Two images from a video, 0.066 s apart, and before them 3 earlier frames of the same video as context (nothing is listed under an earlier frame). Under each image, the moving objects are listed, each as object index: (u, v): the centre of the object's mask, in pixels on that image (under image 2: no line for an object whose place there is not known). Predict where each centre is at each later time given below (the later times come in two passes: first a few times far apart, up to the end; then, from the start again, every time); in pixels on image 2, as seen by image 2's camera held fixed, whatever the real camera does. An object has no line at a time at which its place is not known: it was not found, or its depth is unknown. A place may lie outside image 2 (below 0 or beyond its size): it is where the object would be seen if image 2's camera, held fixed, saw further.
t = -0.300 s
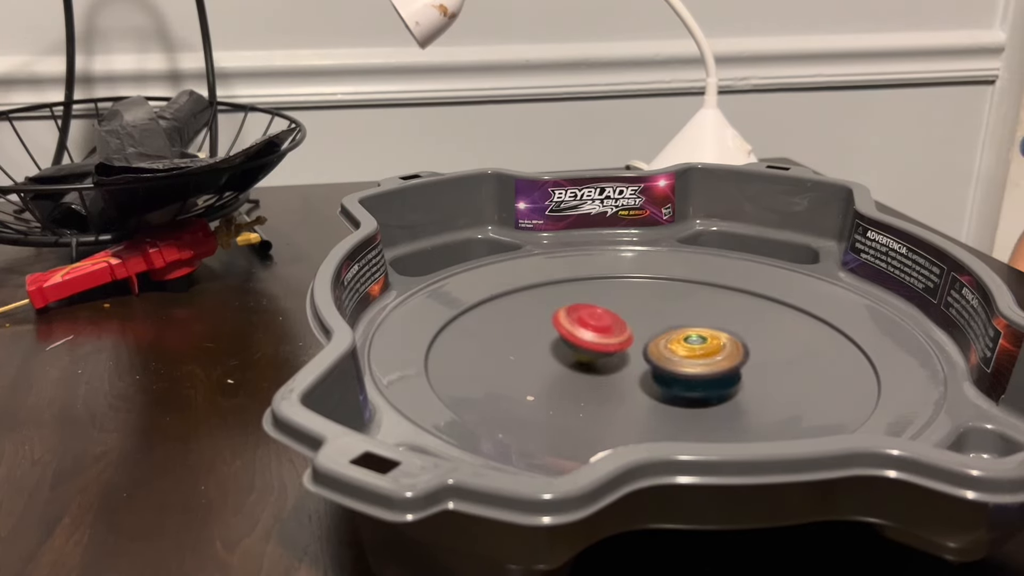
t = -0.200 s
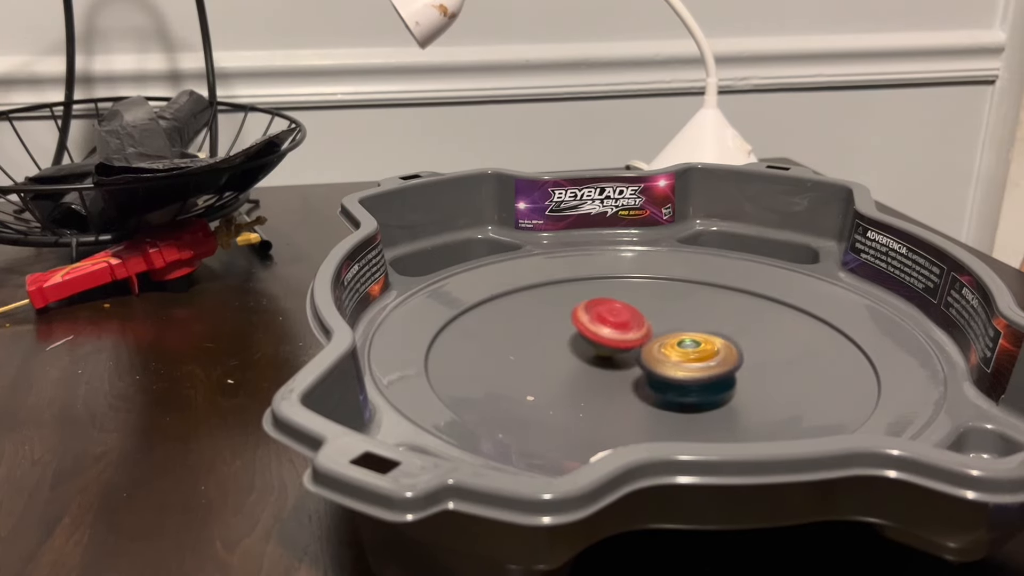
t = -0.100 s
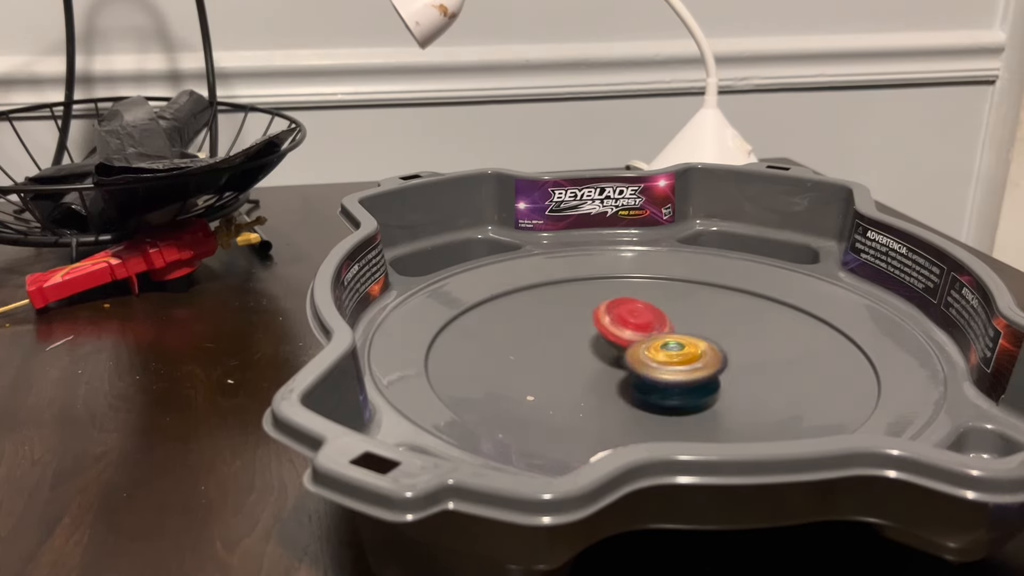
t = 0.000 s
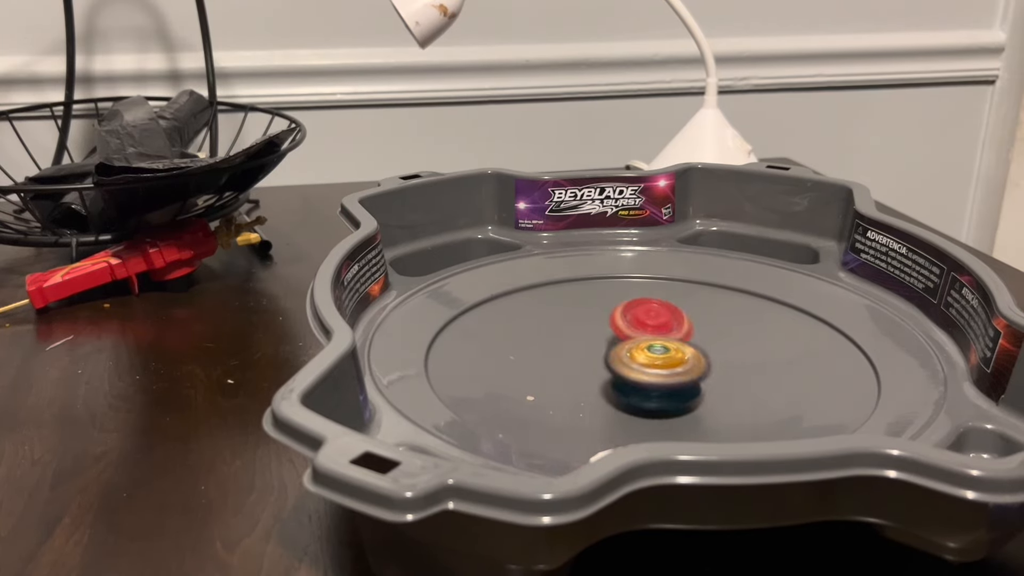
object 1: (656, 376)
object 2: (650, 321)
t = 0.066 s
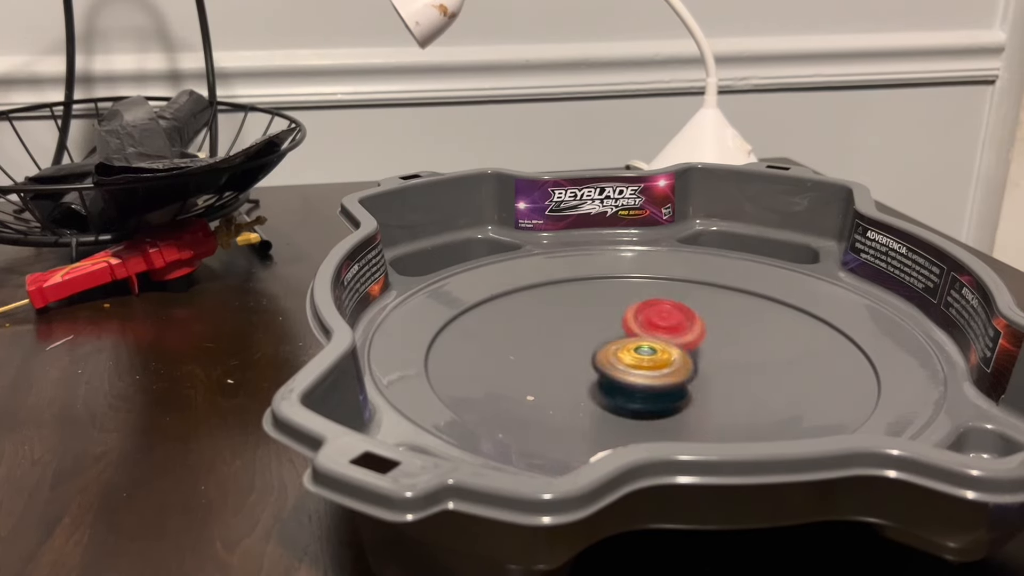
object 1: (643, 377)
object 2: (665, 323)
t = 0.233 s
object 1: (614, 373)
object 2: (695, 343)
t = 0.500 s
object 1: (608, 359)
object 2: (701, 363)
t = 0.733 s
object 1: (621, 350)
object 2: (705, 375)
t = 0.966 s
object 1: (625, 344)
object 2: (699, 385)
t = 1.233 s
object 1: (636, 332)
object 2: (634, 385)
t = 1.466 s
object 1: (656, 343)
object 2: (597, 372)
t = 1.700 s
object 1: (681, 352)
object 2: (586, 365)
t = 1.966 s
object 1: (708, 366)
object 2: (603, 354)
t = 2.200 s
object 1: (708, 381)
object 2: (628, 349)
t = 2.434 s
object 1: (686, 393)
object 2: (646, 343)
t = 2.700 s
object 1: (637, 397)
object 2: (659, 342)
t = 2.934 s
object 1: (594, 393)
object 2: (659, 342)
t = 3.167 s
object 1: (582, 381)
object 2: (648, 349)
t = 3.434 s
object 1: (579, 370)
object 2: (663, 343)
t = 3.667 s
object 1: (595, 369)
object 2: (679, 335)
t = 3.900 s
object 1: (614, 377)
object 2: (691, 335)
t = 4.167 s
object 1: (627, 386)
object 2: (688, 344)
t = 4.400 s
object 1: (629, 390)
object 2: (673, 342)
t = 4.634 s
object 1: (630, 388)
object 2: (648, 334)
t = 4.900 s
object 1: (646, 382)
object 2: (635, 326)
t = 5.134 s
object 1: (666, 383)
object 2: (630, 320)
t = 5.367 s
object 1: (679, 384)
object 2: (629, 325)
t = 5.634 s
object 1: (677, 383)
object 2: (615, 326)
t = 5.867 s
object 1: (673, 383)
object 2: (597, 325)
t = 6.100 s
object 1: (661, 377)
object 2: (592, 332)
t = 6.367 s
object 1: (673, 375)
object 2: (571, 330)
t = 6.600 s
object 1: (672, 371)
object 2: (587, 337)
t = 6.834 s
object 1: (682, 372)
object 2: (576, 341)
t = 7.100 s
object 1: (678, 371)
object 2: (582, 350)
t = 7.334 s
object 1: (682, 372)
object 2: (581, 352)
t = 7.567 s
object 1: (686, 372)
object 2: (583, 353)
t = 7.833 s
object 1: (689, 369)
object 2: (588, 357)
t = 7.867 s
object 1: (691, 369)
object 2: (586, 357)
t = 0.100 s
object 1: (636, 377)
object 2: (672, 326)
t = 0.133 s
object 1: (630, 376)
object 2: (680, 332)
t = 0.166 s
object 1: (624, 375)
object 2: (684, 333)
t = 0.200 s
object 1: (618, 374)
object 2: (691, 338)
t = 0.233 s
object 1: (614, 373)
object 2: (695, 343)
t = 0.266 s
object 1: (610, 371)
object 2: (697, 346)
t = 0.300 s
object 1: (606, 369)
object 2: (700, 348)
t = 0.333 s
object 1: (604, 367)
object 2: (702, 352)
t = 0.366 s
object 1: (603, 365)
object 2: (701, 354)
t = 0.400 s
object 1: (603, 364)
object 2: (701, 356)
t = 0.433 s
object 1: (603, 362)
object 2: (701, 358)
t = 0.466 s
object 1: (605, 360)
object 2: (701, 359)
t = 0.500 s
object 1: (608, 359)
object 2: (701, 363)
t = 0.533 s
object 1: (609, 357)
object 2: (703, 366)
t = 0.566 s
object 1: (610, 355)
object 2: (707, 368)
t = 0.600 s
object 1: (611, 353)
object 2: (710, 370)
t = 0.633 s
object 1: (612, 352)
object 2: (711, 372)
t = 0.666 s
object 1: (614, 351)
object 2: (710, 374)
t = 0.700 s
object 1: (617, 351)
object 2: (708, 375)
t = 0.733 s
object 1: (621, 350)
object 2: (705, 375)
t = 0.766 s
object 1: (624, 350)
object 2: (702, 375)
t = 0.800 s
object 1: (626, 349)
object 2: (699, 377)
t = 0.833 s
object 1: (626, 348)
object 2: (704, 379)
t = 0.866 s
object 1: (625, 347)
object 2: (708, 383)
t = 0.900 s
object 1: (625, 346)
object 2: (708, 384)
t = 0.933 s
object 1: (625, 345)
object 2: (705, 385)
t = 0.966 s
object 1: (625, 344)
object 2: (699, 385)
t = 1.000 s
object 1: (625, 342)
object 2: (690, 386)
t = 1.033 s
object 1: (626, 340)
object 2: (680, 384)
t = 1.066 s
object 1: (626, 339)
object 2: (669, 383)
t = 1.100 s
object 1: (628, 338)
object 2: (660, 382)
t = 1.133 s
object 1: (630, 335)
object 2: (654, 384)
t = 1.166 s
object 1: (631, 334)
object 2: (647, 385)
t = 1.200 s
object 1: (634, 332)
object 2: (641, 386)
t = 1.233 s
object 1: (636, 332)
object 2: (634, 385)
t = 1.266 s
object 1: (638, 332)
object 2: (628, 384)
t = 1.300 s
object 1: (641, 333)
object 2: (623, 382)
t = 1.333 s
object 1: (644, 334)
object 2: (619, 379)
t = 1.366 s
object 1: (647, 336)
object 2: (615, 377)
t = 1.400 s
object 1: (650, 338)
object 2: (608, 376)
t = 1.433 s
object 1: (654, 340)
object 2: (602, 374)
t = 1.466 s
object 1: (656, 343)
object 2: (597, 372)
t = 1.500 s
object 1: (659, 345)
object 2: (594, 370)
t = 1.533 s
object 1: (661, 347)
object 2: (593, 367)
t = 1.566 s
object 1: (665, 348)
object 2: (588, 366)
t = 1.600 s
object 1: (669, 349)
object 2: (584, 367)
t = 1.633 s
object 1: (673, 350)
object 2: (582, 367)
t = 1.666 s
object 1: (678, 351)
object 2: (583, 366)
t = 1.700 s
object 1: (681, 352)
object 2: (586, 365)
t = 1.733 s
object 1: (684, 354)
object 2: (590, 363)
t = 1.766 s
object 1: (686, 355)
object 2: (595, 362)
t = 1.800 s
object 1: (688, 357)
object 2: (601, 360)
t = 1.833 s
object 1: (693, 359)
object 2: (601, 358)
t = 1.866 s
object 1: (698, 360)
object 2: (597, 357)
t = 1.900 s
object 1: (703, 362)
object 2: (597, 356)
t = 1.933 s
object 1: (706, 364)
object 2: (599, 354)
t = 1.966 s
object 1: (708, 366)
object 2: (603, 354)
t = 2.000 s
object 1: (710, 368)
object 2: (608, 353)
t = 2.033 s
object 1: (710, 370)
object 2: (613, 353)
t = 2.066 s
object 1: (708, 372)
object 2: (619, 352)
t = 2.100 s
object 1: (710, 374)
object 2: (621, 351)
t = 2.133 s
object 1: (711, 376)
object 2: (623, 350)
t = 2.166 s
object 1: (710, 379)
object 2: (625, 349)
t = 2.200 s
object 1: (708, 381)
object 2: (628, 349)
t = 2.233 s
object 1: (706, 383)
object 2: (630, 348)
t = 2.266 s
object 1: (703, 385)
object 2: (633, 347)
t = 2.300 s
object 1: (701, 387)
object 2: (635, 346)
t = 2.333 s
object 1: (698, 389)
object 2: (638, 344)
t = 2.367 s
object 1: (695, 391)
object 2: (641, 344)
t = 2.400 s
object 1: (692, 392)
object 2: (643, 344)
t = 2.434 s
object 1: (686, 393)
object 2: (646, 343)
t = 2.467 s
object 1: (681, 394)
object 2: (649, 342)
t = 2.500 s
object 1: (677, 394)
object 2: (652, 342)
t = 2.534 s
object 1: (668, 395)
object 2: (655, 342)
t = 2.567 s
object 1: (663, 396)
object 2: (656, 342)
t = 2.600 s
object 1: (656, 396)
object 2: (658, 342)
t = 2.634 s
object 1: (650, 396)
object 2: (659, 341)
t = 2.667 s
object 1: (643, 397)
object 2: (659, 341)
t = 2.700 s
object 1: (637, 397)
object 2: (659, 342)
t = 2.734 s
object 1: (630, 396)
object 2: (658, 343)
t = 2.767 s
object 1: (625, 394)
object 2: (659, 345)
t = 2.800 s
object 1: (619, 393)
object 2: (660, 346)
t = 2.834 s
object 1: (612, 394)
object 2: (660, 346)
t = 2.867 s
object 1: (606, 394)
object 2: (661, 345)
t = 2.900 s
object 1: (599, 394)
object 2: (661, 343)
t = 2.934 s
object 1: (594, 393)
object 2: (659, 342)
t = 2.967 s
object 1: (589, 392)
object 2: (657, 342)
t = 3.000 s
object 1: (586, 390)
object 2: (656, 343)
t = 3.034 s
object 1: (583, 389)
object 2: (653, 343)
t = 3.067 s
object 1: (580, 388)
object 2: (651, 345)
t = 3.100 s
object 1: (580, 386)
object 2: (649, 346)
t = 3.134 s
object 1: (580, 384)
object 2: (647, 347)
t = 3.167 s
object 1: (582, 381)
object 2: (648, 349)
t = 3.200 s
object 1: (579, 380)
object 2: (650, 349)
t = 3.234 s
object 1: (577, 378)
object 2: (655, 348)
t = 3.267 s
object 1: (575, 376)
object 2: (657, 347)
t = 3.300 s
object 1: (575, 374)
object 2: (658, 347)
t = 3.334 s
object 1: (577, 373)
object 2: (658, 346)
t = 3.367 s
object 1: (577, 371)
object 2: (660, 346)
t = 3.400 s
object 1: (578, 370)
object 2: (662, 344)
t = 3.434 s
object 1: (579, 370)
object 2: (663, 343)
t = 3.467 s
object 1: (582, 369)
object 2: (663, 342)
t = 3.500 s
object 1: (585, 368)
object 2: (664, 341)
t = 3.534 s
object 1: (584, 368)
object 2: (671, 339)
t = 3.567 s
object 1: (584, 368)
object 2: (676, 337)
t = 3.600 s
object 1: (587, 368)
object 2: (678, 335)
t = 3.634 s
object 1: (591, 368)
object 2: (679, 335)
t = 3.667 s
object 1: (595, 369)
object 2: (679, 335)
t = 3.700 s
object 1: (599, 369)
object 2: (678, 336)
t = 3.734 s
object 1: (604, 369)
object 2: (679, 337)
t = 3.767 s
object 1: (607, 371)
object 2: (681, 337)
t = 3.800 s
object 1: (610, 372)
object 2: (682, 336)
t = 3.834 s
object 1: (613, 373)
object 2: (683, 337)
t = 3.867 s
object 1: (616, 374)
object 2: (685, 337)
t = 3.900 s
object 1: (614, 377)
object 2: (691, 335)
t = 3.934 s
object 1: (614, 379)
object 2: (694, 334)
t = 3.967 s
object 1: (614, 380)
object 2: (694, 334)
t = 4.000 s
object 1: (616, 382)
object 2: (694, 334)
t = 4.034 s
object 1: (617, 383)
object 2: (693, 336)
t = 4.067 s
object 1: (619, 384)
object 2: (692, 337)
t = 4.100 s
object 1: (623, 384)
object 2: (690, 340)
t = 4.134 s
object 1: (625, 385)
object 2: (689, 341)
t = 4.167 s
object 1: (627, 386)
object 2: (688, 344)
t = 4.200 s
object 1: (629, 386)
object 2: (688, 344)
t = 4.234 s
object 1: (628, 388)
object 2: (689, 344)
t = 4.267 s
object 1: (628, 389)
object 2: (689, 343)
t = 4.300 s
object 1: (627, 390)
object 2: (686, 342)
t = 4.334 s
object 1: (628, 390)
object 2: (682, 342)
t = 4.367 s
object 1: (629, 390)
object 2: (677, 342)
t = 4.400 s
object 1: (629, 390)
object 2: (673, 342)
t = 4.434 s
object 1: (629, 389)
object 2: (670, 341)
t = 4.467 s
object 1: (629, 390)
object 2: (667, 341)
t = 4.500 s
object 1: (628, 390)
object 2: (662, 340)
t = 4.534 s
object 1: (629, 389)
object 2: (658, 339)
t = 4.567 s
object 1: (630, 389)
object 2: (655, 337)
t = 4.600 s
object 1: (630, 389)
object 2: (652, 335)
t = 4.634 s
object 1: (630, 388)
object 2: (648, 334)
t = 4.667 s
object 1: (632, 387)
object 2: (645, 333)
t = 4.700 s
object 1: (634, 386)
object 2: (642, 333)
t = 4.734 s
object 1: (635, 385)
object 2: (641, 331)
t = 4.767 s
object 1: (636, 385)
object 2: (640, 330)
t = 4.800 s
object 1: (638, 384)
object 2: (638, 328)
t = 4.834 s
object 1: (640, 383)
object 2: (637, 328)
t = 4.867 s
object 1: (643, 382)
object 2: (636, 327)
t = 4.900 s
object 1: (646, 382)
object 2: (635, 326)
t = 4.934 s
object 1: (649, 381)
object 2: (634, 325)
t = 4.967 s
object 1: (652, 380)
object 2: (633, 325)
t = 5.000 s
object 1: (655, 381)
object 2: (633, 324)
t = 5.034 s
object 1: (659, 382)
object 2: (633, 322)
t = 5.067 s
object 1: (662, 383)
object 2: (632, 320)
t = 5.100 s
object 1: (664, 383)
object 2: (630, 319)
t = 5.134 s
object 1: (666, 383)
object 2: (630, 320)
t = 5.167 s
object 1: (669, 383)
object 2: (631, 321)
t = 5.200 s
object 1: (670, 383)
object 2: (632, 322)
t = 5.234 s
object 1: (671, 383)
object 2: (633, 324)
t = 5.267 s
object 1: (672, 382)
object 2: (634, 326)
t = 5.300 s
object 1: (672, 381)
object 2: (636, 327)
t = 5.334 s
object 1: (674, 381)
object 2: (637, 327)
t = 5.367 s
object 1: (679, 384)
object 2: (629, 325)
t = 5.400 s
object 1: (681, 385)
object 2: (624, 321)
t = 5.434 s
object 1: (683, 386)
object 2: (621, 319)
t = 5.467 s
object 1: (684, 387)
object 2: (617, 319)
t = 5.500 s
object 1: (683, 387)
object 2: (615, 320)
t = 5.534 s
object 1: (682, 386)
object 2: (615, 321)
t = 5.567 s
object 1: (681, 386)
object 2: (615, 322)
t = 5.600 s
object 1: (679, 385)
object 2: (615, 323)
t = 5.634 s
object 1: (677, 383)
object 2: (615, 326)
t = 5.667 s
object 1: (674, 382)
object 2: (617, 328)
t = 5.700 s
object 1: (672, 381)
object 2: (618, 329)
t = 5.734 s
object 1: (669, 380)
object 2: (617, 331)
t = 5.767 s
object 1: (673, 381)
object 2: (611, 330)
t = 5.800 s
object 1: (675, 382)
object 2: (606, 326)
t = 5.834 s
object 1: (675, 383)
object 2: (601, 325)
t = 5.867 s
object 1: (673, 383)
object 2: (597, 325)
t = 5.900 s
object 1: (672, 382)
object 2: (597, 327)
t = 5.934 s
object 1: (670, 382)
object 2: (596, 327)
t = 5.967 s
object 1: (668, 381)
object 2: (595, 328)
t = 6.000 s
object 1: (665, 380)
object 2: (595, 331)
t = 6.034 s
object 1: (662, 378)
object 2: (596, 332)
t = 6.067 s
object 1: (661, 377)
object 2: (596, 333)
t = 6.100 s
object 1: (661, 377)
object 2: (592, 332)
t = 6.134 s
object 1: (662, 376)
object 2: (591, 332)
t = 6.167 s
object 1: (661, 376)
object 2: (590, 333)
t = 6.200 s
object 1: (660, 374)
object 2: (587, 333)
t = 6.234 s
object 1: (663, 374)
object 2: (584, 333)
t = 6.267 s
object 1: (667, 375)
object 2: (578, 330)
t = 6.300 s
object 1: (670, 375)
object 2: (573, 329)
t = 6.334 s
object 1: (672, 375)
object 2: (571, 330)
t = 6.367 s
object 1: (673, 375)
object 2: (571, 330)
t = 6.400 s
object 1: (674, 375)
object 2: (571, 330)
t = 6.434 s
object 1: (675, 374)
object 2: (571, 331)
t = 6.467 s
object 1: (675, 374)
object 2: (574, 332)
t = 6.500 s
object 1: (675, 373)
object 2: (576, 333)
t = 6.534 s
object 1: (674, 373)
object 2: (578, 334)
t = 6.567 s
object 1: (674, 372)
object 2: (583, 336)
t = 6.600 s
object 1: (672, 371)
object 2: (587, 337)
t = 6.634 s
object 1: (676, 372)
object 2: (580, 336)
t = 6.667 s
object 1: (680, 372)
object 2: (574, 335)
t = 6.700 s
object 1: (682, 373)
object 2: (573, 335)
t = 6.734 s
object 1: (683, 372)
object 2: (572, 337)
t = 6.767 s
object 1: (684, 372)
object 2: (573, 338)
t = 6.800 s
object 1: (683, 372)
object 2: (575, 339)
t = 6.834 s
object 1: (682, 372)
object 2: (576, 341)
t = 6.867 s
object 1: (681, 372)
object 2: (580, 343)
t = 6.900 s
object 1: (679, 371)
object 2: (584, 344)
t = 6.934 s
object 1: (678, 371)
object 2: (584, 346)
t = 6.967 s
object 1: (679, 371)
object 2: (581, 346)
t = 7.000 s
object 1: (680, 372)
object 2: (581, 346)
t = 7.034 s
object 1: (679, 371)
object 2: (580, 348)
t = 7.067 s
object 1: (679, 372)
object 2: (582, 349)
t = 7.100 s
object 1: (678, 371)
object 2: (582, 350)
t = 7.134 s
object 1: (680, 371)
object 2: (578, 349)
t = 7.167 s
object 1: (682, 372)
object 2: (575, 349)
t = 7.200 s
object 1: (683, 372)
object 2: (573, 349)
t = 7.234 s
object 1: (684, 372)
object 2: (574, 350)
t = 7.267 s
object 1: (683, 372)
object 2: (576, 350)
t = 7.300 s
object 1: (683, 372)
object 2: (577, 351)
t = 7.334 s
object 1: (682, 372)
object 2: (581, 352)
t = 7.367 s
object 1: (681, 372)
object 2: (585, 352)
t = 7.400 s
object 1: (683, 372)
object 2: (579, 351)
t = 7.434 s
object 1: (685, 372)
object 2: (576, 350)
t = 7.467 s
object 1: (686, 373)
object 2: (575, 350)
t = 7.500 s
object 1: (687, 372)
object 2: (578, 352)
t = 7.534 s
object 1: (687, 372)
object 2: (581, 353)
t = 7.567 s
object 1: (686, 372)
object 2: (583, 353)
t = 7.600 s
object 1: (685, 372)
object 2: (587, 354)
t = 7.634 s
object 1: (685, 371)
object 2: (587, 354)
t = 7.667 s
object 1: (688, 372)
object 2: (583, 354)
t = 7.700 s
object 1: (690, 371)
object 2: (583, 355)
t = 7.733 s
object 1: (691, 370)
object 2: (583, 355)
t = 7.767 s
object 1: (691, 370)
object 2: (585, 356)
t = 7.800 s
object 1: (691, 370)
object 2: (586, 356)
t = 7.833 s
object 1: (689, 369)
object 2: (588, 357)
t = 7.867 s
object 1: (691, 369)
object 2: (586, 357)
